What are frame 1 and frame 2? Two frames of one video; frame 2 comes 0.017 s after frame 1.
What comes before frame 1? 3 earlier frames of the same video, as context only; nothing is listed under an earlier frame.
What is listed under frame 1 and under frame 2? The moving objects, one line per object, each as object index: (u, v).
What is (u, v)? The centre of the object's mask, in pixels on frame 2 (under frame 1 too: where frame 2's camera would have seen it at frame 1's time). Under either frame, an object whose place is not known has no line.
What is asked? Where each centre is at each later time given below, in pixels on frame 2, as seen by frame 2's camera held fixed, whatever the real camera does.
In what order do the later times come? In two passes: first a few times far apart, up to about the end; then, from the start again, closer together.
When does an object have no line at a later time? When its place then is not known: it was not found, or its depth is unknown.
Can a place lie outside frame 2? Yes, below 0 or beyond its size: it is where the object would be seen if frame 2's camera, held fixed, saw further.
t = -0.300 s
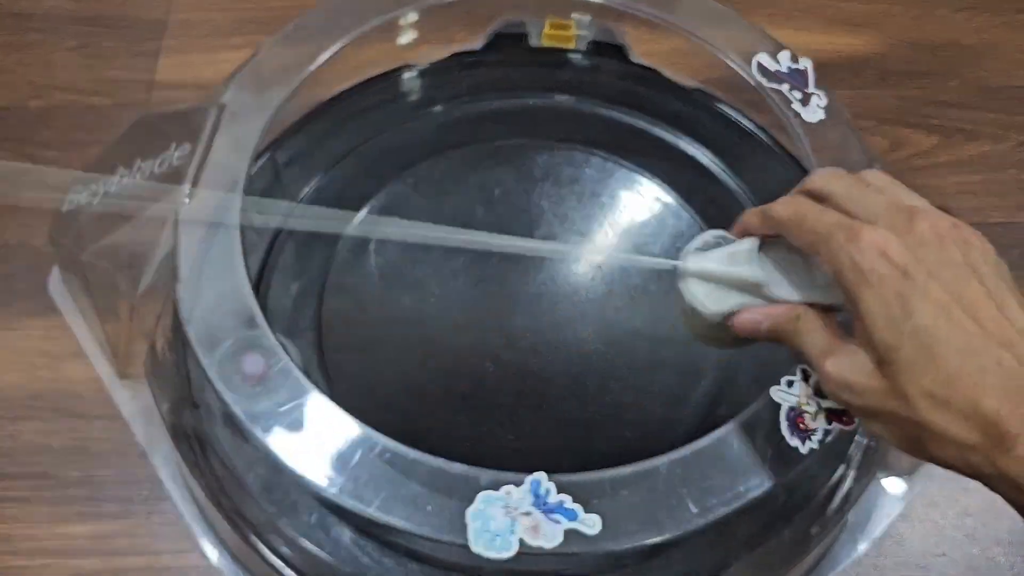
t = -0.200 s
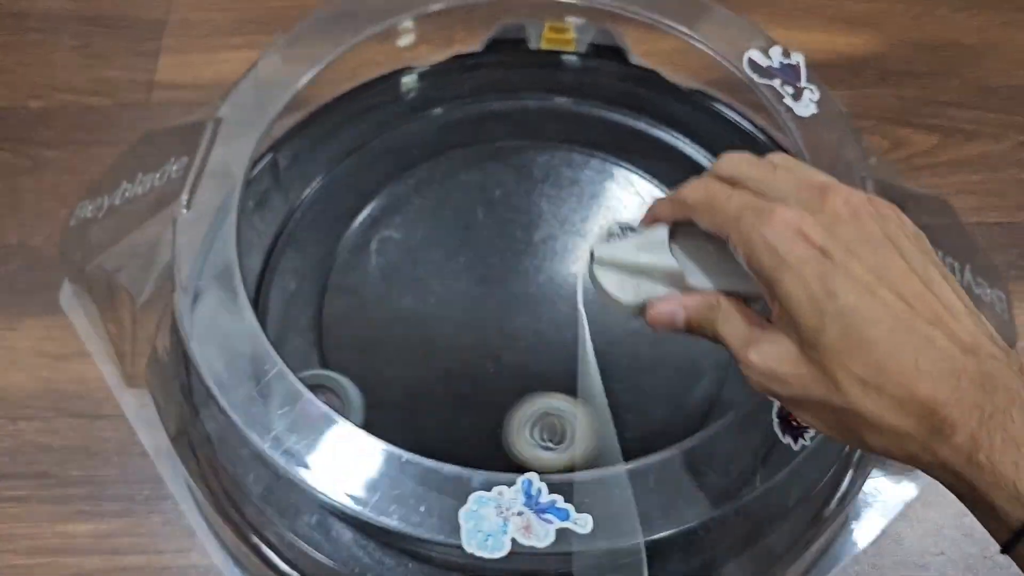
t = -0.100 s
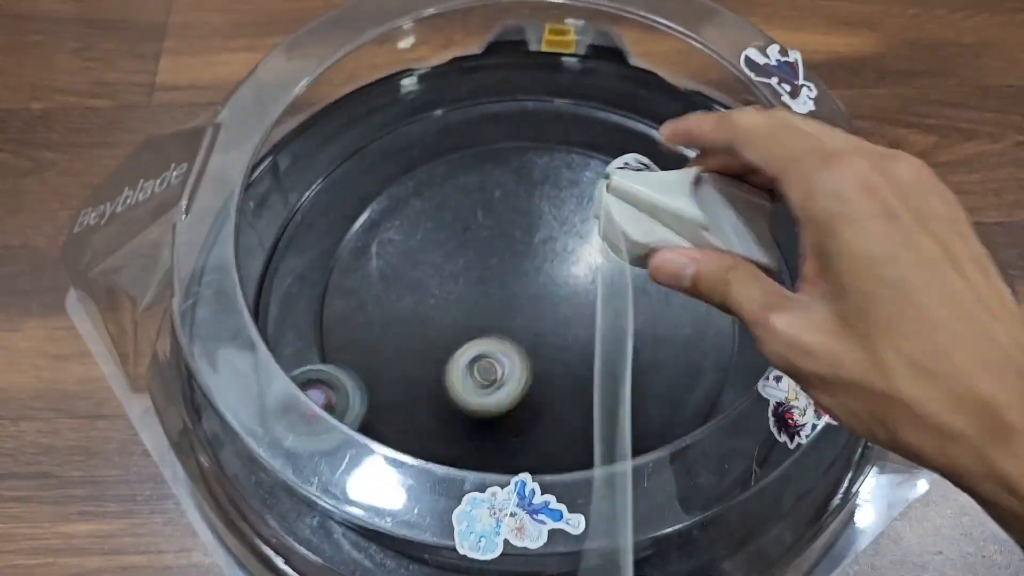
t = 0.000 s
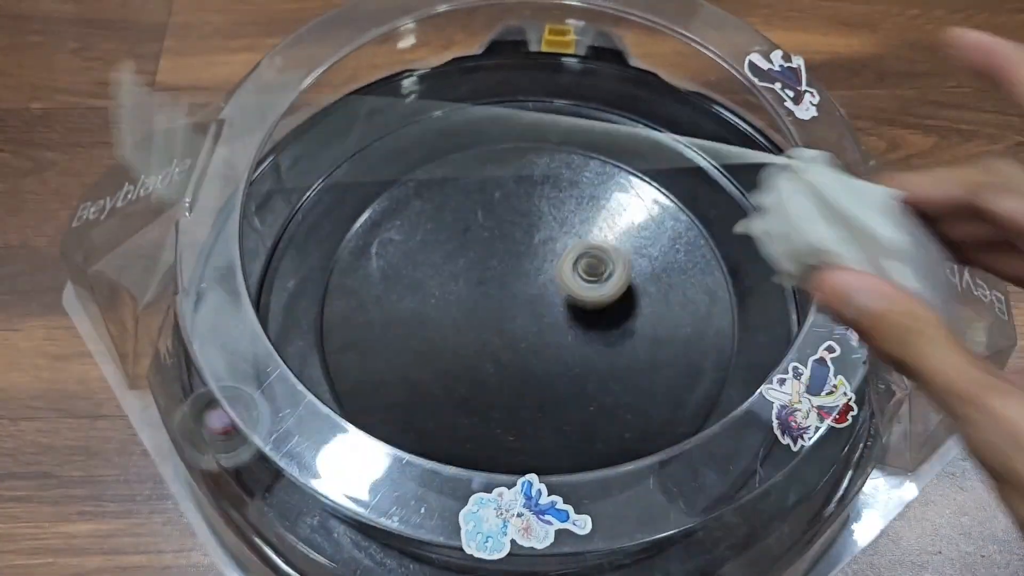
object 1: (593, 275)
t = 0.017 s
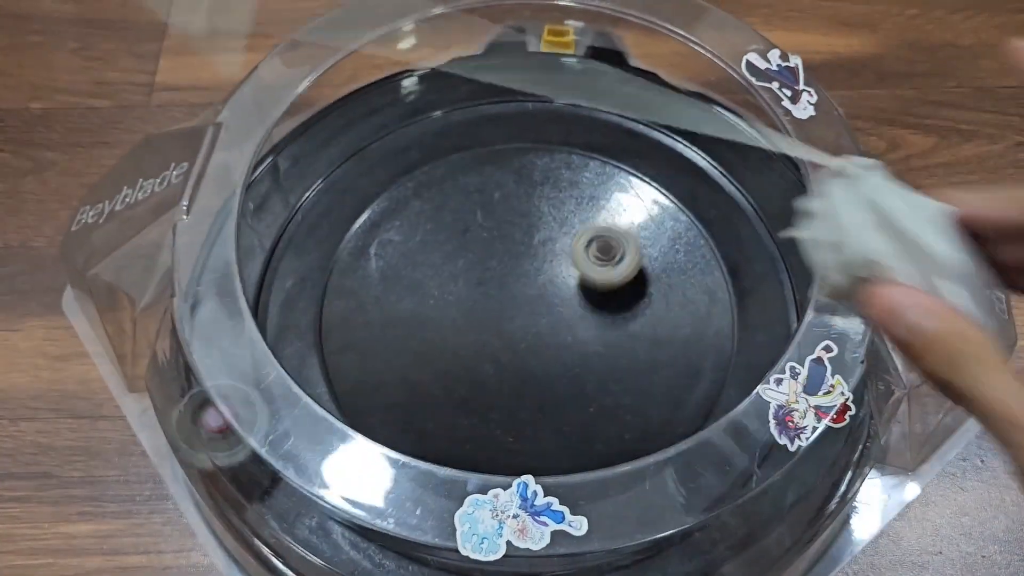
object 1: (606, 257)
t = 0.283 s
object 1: (684, 136)
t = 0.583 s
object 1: (619, 116)
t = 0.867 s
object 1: (523, 84)
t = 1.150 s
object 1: (397, 87)
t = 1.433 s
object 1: (379, 113)
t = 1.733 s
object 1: (307, 140)
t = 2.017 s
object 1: (309, 156)
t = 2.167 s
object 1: (318, 182)
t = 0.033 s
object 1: (618, 242)
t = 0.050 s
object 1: (628, 229)
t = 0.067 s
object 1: (638, 215)
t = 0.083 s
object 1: (647, 201)
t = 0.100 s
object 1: (655, 192)
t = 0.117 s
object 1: (662, 184)
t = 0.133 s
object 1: (669, 178)
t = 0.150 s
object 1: (675, 172)
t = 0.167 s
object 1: (680, 171)
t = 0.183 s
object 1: (684, 169)
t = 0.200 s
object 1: (686, 161)
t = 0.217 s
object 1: (688, 155)
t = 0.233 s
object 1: (689, 152)
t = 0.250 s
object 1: (688, 145)
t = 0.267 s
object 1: (687, 139)
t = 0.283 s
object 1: (684, 136)
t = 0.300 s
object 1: (680, 136)
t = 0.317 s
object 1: (676, 136)
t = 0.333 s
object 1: (673, 138)
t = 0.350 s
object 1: (669, 138)
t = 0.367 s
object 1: (666, 138)
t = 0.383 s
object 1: (662, 136)
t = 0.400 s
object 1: (658, 134)
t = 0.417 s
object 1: (654, 131)
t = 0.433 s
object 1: (651, 126)
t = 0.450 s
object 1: (647, 122)
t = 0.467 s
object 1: (644, 117)
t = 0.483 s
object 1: (641, 113)
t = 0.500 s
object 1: (637, 114)
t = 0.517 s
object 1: (633, 116)
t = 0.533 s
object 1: (630, 117)
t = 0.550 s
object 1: (627, 118)
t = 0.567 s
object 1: (623, 117)
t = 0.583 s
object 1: (619, 116)
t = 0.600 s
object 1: (615, 114)
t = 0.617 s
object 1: (611, 111)
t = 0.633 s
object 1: (607, 107)
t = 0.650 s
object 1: (604, 103)
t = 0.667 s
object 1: (601, 101)
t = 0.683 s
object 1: (598, 101)
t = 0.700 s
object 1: (596, 102)
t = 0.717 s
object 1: (595, 104)
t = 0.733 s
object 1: (593, 106)
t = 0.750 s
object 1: (592, 106)
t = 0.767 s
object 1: (590, 106)
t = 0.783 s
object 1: (587, 106)
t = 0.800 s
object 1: (583, 104)
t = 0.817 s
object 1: (580, 100)
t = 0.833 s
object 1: (564, 93)
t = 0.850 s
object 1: (544, 86)
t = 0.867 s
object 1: (523, 84)
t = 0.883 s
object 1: (502, 83)
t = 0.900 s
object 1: (483, 85)
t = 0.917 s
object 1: (466, 82)
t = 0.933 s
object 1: (449, 81)
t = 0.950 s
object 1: (434, 77)
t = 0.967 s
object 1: (418, 74)
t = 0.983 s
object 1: (408, 74)
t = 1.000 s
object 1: (404, 79)
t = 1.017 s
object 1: (402, 83)
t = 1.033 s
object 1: (399, 87)
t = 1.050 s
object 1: (398, 90)
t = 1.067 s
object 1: (396, 91)
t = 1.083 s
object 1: (396, 92)
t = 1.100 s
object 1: (396, 92)
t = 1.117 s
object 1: (396, 92)
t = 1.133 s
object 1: (396, 90)
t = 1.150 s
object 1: (397, 87)
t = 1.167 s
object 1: (398, 84)
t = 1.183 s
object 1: (400, 80)
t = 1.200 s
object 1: (404, 75)
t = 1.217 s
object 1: (409, 73)
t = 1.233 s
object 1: (405, 74)
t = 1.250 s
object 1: (405, 80)
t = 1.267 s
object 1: (404, 84)
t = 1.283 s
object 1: (404, 89)
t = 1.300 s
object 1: (403, 92)
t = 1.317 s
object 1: (401, 95)
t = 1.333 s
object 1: (399, 98)
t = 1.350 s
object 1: (397, 102)
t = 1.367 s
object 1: (394, 104)
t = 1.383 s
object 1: (391, 106)
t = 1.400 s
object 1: (388, 108)
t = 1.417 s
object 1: (383, 111)
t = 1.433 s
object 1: (379, 113)
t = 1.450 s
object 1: (375, 115)
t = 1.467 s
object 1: (370, 118)
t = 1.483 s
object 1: (366, 120)
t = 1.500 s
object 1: (361, 123)
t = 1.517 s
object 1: (357, 125)
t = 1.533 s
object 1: (351, 128)
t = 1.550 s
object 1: (346, 130)
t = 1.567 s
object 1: (342, 132)
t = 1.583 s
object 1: (336, 134)
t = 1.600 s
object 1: (332, 135)
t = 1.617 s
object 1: (327, 137)
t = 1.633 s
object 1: (323, 137)
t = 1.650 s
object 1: (319, 139)
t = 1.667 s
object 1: (316, 139)
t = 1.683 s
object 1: (313, 140)
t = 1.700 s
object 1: (310, 140)
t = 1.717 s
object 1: (308, 140)
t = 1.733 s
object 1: (307, 140)
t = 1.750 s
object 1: (306, 141)
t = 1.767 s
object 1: (305, 142)
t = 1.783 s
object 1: (305, 142)
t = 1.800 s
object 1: (305, 142)
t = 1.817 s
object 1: (304, 142)
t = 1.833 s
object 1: (304, 142)
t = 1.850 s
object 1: (304, 143)
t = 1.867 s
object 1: (304, 144)
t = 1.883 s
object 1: (304, 144)
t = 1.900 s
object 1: (305, 145)
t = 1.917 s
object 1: (305, 145)
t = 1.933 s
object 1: (305, 147)
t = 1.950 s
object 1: (306, 148)
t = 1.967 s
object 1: (306, 150)
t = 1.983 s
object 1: (308, 151)
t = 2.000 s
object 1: (308, 154)
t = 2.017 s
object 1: (309, 156)
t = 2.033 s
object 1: (308, 159)
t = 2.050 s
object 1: (307, 162)
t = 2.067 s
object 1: (306, 166)
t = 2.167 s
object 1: (318, 182)
